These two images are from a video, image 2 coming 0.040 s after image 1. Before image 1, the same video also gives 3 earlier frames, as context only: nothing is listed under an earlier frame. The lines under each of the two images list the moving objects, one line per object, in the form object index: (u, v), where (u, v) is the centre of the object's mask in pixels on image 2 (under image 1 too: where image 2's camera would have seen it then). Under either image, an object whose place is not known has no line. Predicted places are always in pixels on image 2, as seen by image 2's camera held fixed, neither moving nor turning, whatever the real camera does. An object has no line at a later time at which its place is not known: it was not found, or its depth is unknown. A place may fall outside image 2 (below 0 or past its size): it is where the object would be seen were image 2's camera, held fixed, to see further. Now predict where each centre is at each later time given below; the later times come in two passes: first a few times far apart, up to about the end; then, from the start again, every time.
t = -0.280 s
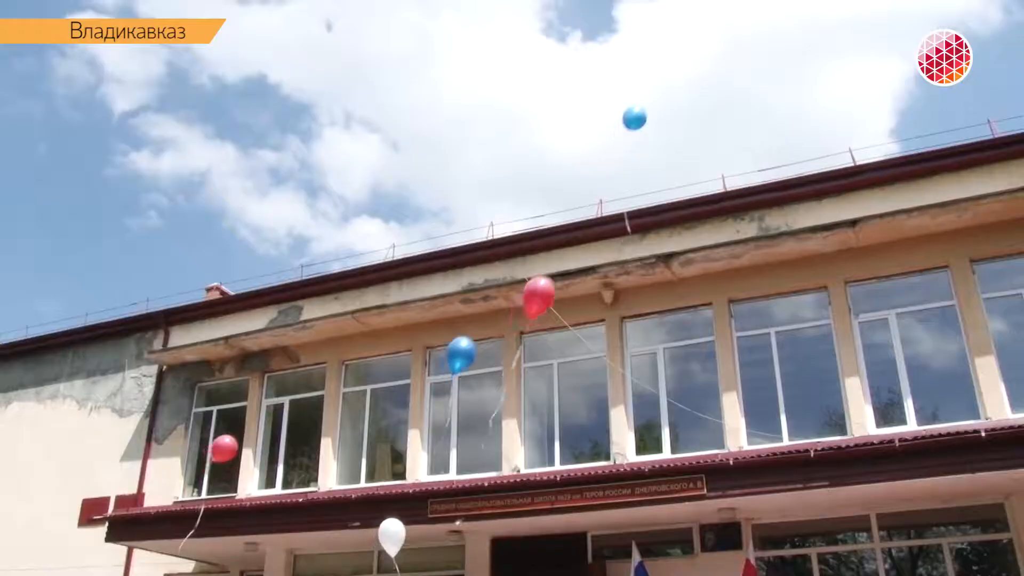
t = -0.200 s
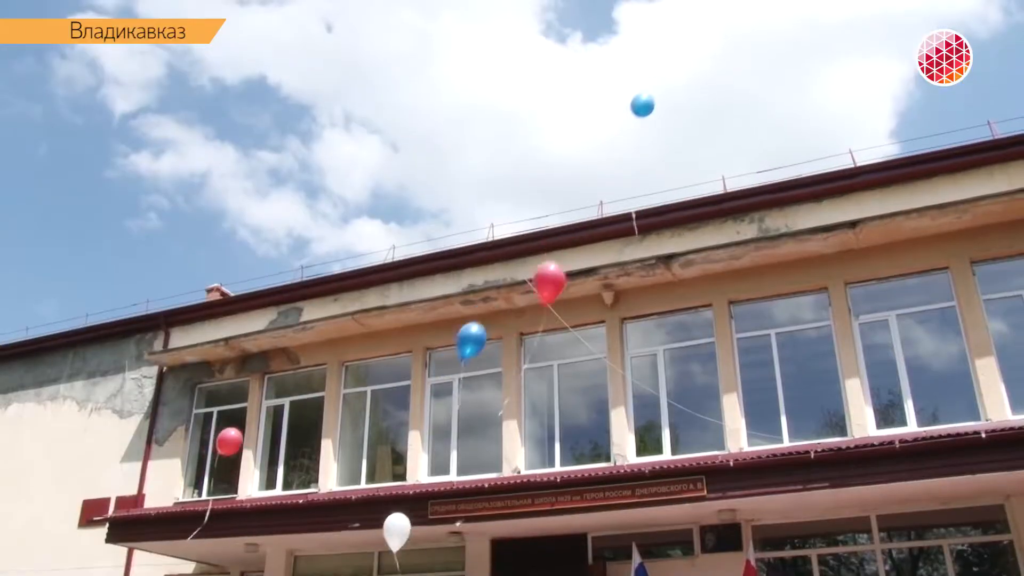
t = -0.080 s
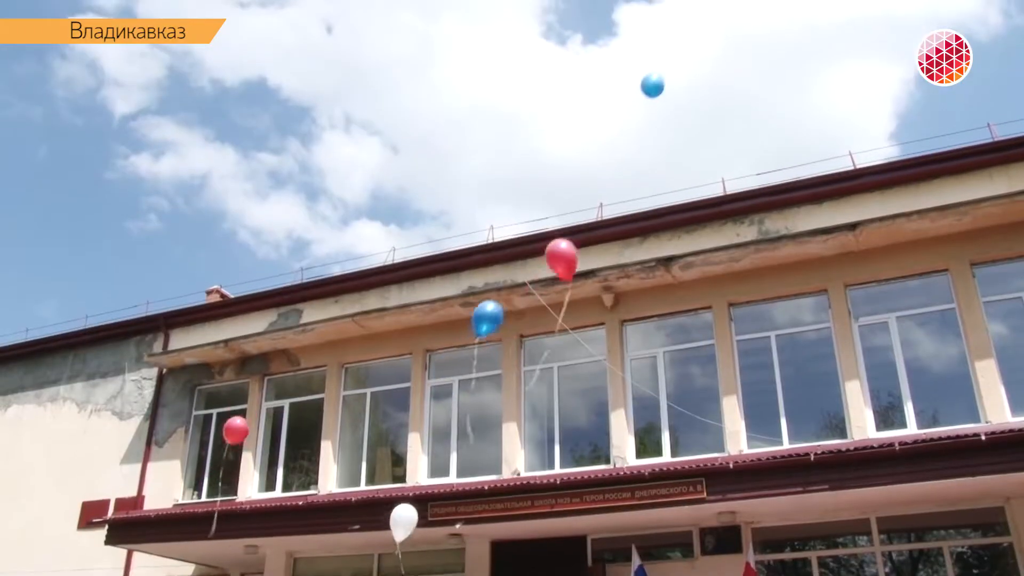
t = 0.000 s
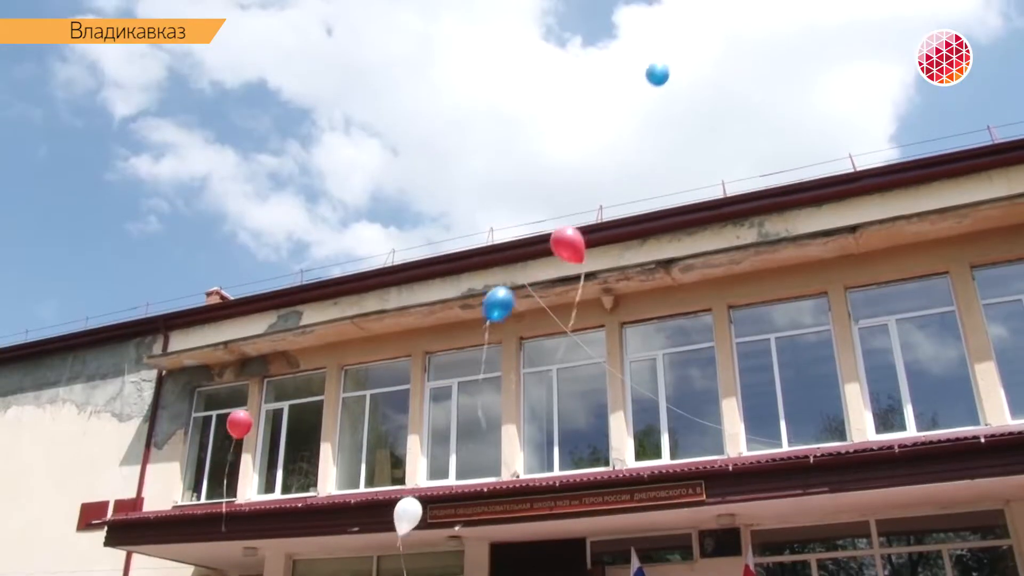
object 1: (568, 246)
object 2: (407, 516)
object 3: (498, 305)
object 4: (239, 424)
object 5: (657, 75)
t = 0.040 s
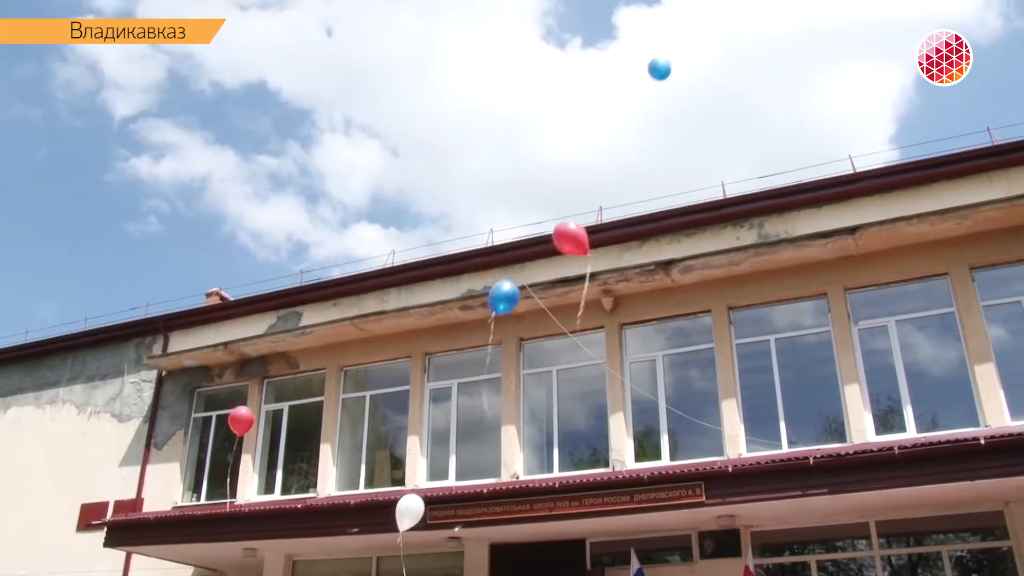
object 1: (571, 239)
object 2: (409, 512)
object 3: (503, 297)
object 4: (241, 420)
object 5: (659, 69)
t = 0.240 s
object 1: (581, 204)
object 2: (422, 488)
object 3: (524, 260)
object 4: (249, 400)
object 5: (666, 37)
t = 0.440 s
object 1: (586, 174)
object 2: (437, 463)
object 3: (534, 234)
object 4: (253, 380)
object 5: (665, 14)
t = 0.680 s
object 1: (588, 139)
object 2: (457, 433)
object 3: (545, 208)
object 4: (257, 356)
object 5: (656, -3)
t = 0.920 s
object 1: (592, 104)
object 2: (482, 404)
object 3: (561, 182)
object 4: (260, 337)
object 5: (647, -19)
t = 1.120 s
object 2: (507, 377)
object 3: (575, 161)
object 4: (265, 324)
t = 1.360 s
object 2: (539, 335)
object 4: (273, 307)
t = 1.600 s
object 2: (572, 282)
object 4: (290, 289)
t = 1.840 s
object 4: (311, 268)
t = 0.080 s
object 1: (574, 232)
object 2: (411, 507)
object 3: (509, 288)
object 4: (243, 416)
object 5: (661, 62)
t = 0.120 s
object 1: (576, 225)
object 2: (414, 503)
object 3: (514, 280)
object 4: (244, 412)
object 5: (663, 56)
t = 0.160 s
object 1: (578, 218)
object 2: (417, 498)
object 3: (518, 273)
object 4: (246, 408)
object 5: (664, 49)
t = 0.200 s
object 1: (579, 210)
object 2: (419, 493)
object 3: (521, 266)
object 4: (248, 404)
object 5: (665, 43)
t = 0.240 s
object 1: (581, 204)
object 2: (422, 488)
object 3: (524, 260)
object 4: (249, 400)
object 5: (666, 37)
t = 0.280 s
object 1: (582, 198)
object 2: (425, 483)
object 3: (526, 254)
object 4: (250, 396)
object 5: (666, 32)
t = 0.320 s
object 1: (583, 191)
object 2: (428, 477)
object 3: (529, 249)
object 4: (251, 392)
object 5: (667, 26)
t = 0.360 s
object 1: (584, 185)
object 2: (430, 473)
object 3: (530, 244)
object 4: (252, 388)
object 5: (667, 21)
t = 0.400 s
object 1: (585, 179)
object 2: (433, 468)
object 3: (532, 239)
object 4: (253, 384)
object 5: (666, 17)
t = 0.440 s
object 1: (586, 174)
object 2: (437, 463)
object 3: (534, 234)
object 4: (253, 380)
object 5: (665, 14)
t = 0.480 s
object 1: (586, 168)
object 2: (440, 458)
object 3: (535, 230)
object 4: (254, 376)
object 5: (664, 10)
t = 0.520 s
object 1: (587, 162)
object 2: (443, 453)
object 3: (537, 225)
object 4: (254, 372)
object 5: (663, 7)
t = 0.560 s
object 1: (587, 156)
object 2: (446, 448)
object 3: (539, 221)
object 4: (254, 367)
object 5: (661, 4)
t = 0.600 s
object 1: (587, 151)
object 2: (450, 443)
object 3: (540, 217)
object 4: (255, 364)
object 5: (659, 2)
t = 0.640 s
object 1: (587, 145)
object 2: (453, 438)
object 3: (542, 212)
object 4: (256, 360)
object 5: (658, -1)
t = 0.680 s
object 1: (588, 139)
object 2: (457, 433)
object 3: (545, 208)
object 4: (257, 356)
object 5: (656, -3)
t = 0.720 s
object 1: (588, 133)
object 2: (460, 428)
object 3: (547, 204)
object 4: (257, 353)
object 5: (654, -6)
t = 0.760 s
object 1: (588, 128)
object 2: (464, 424)
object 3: (550, 200)
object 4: (258, 349)
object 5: (653, -8)
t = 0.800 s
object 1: (589, 122)
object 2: (469, 419)
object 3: (553, 195)
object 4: (258, 346)
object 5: (651, -11)
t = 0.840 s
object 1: (590, 116)
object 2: (473, 414)
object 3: (555, 191)
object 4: (259, 343)
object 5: (649, -13)
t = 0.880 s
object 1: (591, 110)
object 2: (477, 409)
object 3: (558, 187)
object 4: (260, 340)
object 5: (648, -17)
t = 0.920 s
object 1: (592, 104)
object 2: (482, 404)
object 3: (561, 182)
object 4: (260, 337)
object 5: (647, -19)
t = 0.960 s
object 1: (593, 99)
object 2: (487, 399)
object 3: (564, 178)
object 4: (261, 334)
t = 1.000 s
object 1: (594, 95)
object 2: (492, 394)
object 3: (567, 174)
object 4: (262, 332)
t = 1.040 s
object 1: (596, 91)
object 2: (497, 389)
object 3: (570, 170)
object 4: (262, 329)
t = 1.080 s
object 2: (502, 383)
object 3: (572, 166)
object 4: (263, 327)
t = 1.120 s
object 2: (507, 377)
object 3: (575, 161)
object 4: (265, 324)
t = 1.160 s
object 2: (513, 371)
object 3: (578, 157)
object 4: (266, 321)
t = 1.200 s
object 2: (518, 364)
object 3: (580, 153)
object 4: (267, 319)
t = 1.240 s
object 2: (523, 357)
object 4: (268, 316)
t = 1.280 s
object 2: (528, 350)
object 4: (270, 313)
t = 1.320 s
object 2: (534, 343)
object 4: (271, 310)
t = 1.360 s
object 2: (539, 335)
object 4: (273, 307)
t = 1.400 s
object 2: (545, 327)
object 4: (276, 304)
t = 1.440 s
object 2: (551, 318)
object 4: (278, 301)
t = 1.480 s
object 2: (556, 310)
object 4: (281, 298)
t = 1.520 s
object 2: (562, 301)
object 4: (284, 295)
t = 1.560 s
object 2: (567, 292)
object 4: (287, 292)
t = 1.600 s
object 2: (572, 282)
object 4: (290, 289)
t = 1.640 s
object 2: (578, 273)
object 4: (294, 286)
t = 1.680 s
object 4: (297, 282)
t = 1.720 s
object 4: (301, 279)
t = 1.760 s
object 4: (304, 275)
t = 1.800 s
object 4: (308, 272)
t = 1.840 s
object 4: (311, 268)
